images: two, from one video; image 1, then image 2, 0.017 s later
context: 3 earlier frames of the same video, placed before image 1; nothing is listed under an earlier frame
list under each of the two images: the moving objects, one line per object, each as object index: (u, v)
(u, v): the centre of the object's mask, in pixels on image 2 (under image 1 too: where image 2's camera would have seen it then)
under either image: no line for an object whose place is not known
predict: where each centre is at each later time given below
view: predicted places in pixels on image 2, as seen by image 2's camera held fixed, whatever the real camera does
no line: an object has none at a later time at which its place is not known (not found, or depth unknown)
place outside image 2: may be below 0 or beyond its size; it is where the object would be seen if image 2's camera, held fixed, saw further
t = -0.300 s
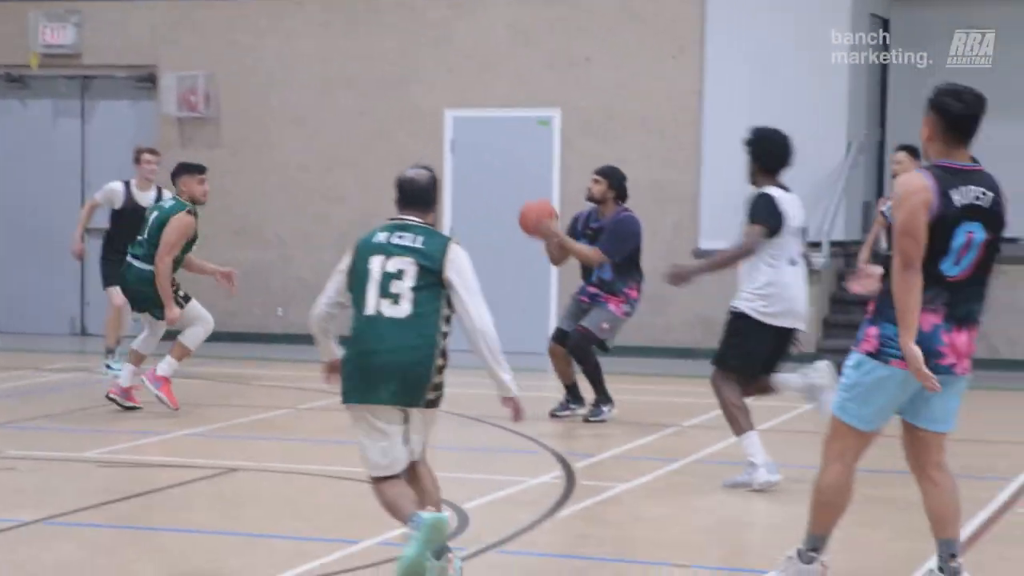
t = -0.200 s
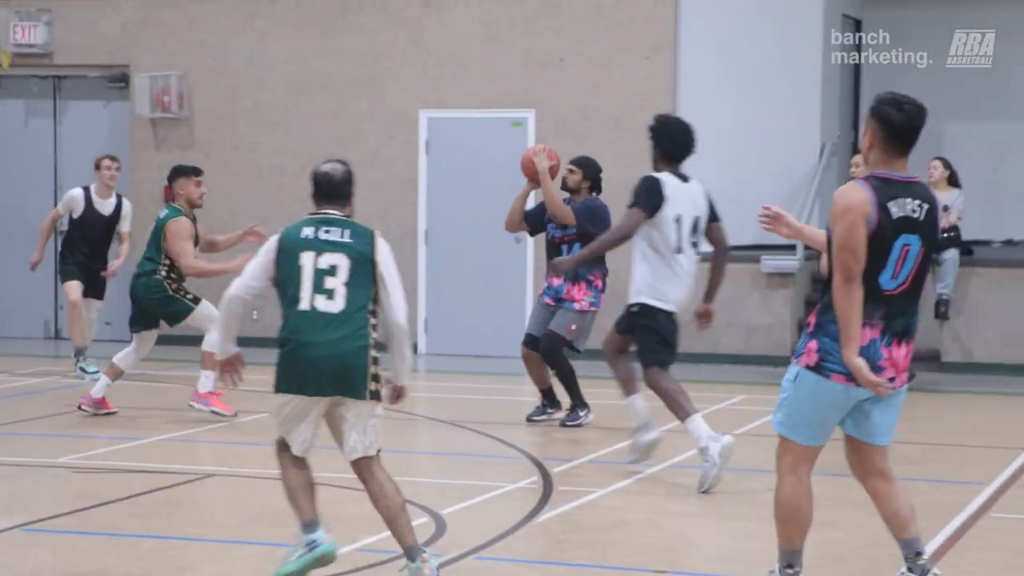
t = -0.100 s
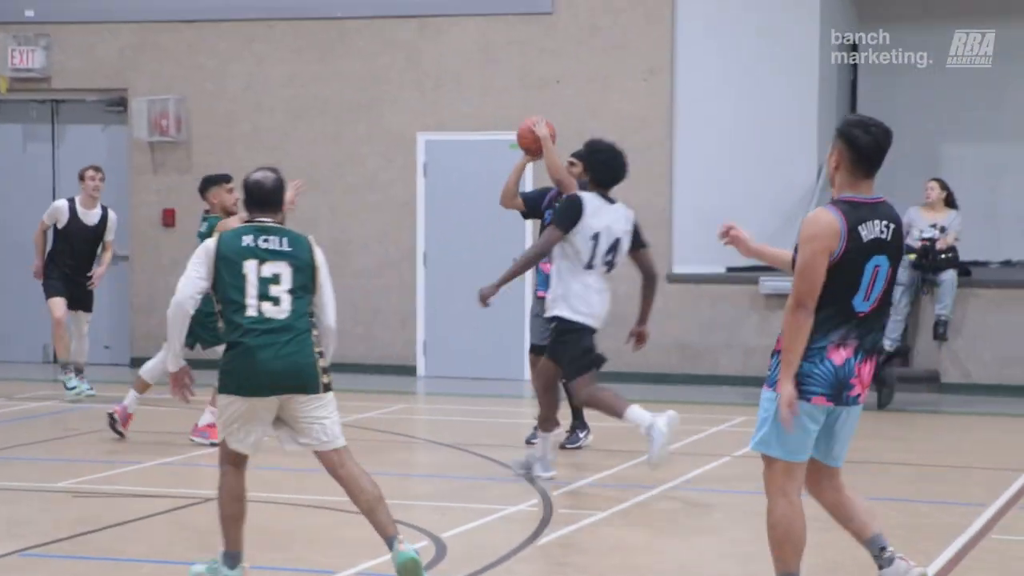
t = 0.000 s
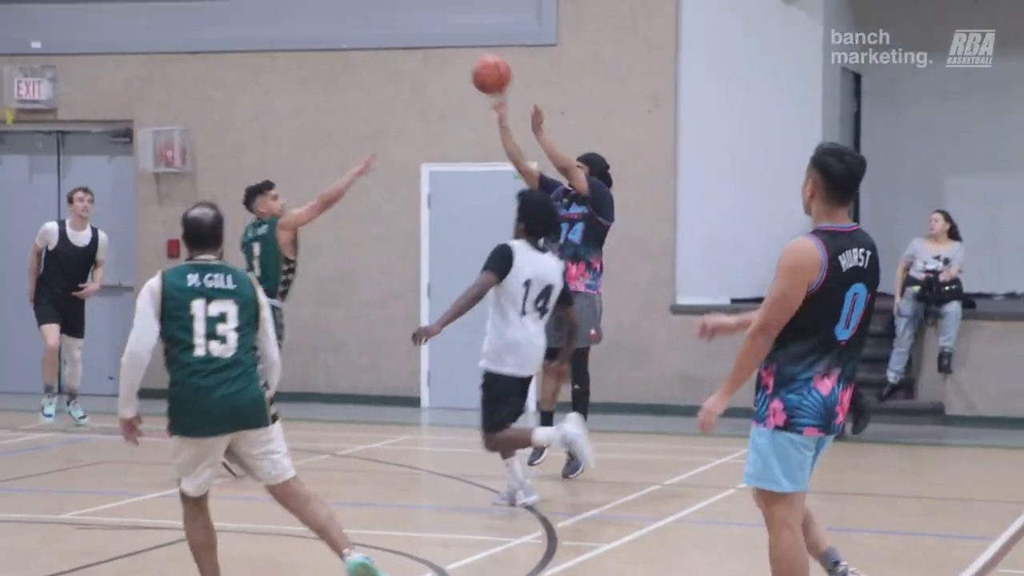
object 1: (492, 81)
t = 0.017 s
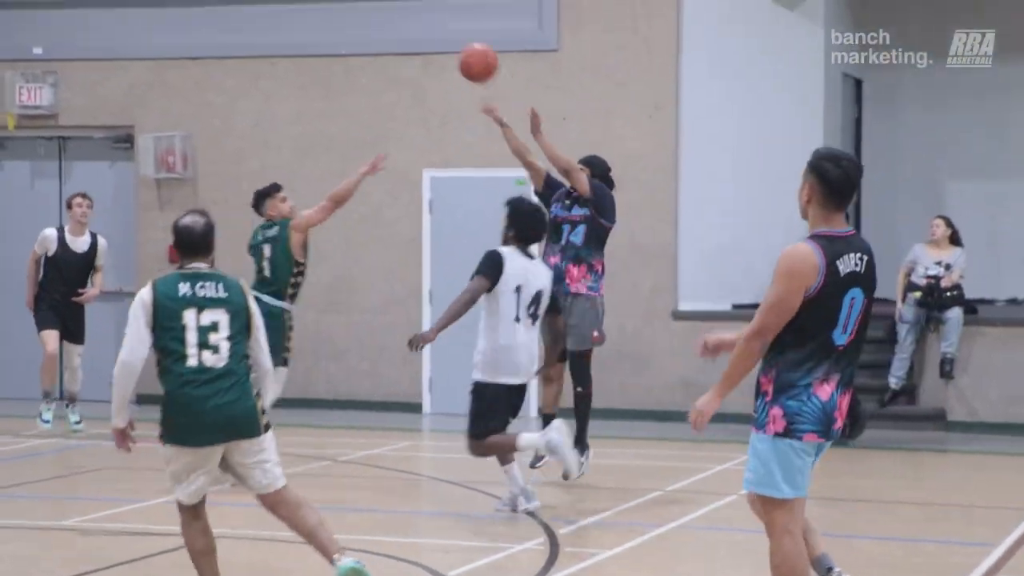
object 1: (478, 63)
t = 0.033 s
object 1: (464, 46)
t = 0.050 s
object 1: (449, 28)
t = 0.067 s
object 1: (435, 11)
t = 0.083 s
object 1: (420, -5)
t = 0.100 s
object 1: (405, -21)
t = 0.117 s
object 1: (389, -34)
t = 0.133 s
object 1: (374, -47)
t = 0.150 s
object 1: (359, -62)
